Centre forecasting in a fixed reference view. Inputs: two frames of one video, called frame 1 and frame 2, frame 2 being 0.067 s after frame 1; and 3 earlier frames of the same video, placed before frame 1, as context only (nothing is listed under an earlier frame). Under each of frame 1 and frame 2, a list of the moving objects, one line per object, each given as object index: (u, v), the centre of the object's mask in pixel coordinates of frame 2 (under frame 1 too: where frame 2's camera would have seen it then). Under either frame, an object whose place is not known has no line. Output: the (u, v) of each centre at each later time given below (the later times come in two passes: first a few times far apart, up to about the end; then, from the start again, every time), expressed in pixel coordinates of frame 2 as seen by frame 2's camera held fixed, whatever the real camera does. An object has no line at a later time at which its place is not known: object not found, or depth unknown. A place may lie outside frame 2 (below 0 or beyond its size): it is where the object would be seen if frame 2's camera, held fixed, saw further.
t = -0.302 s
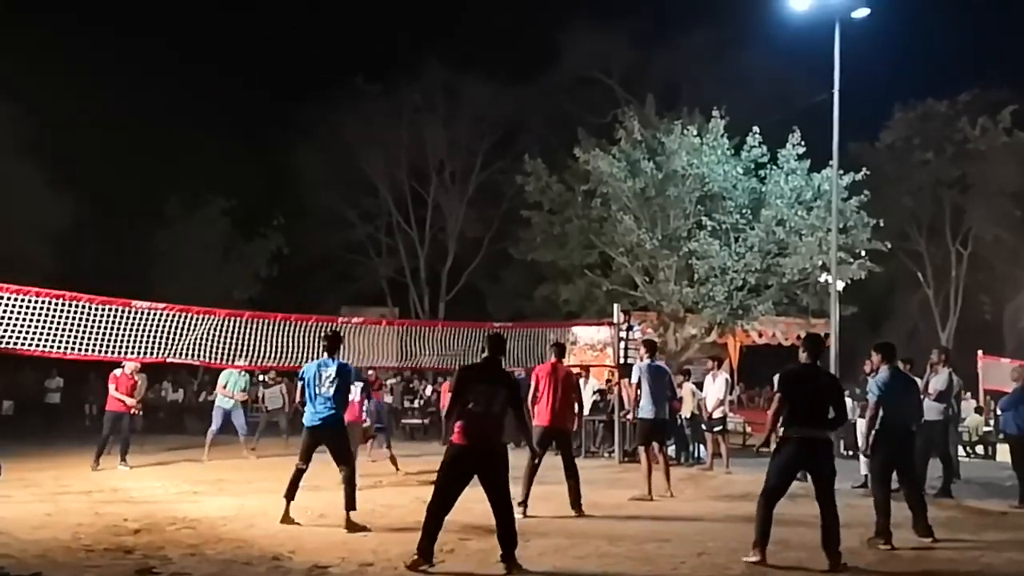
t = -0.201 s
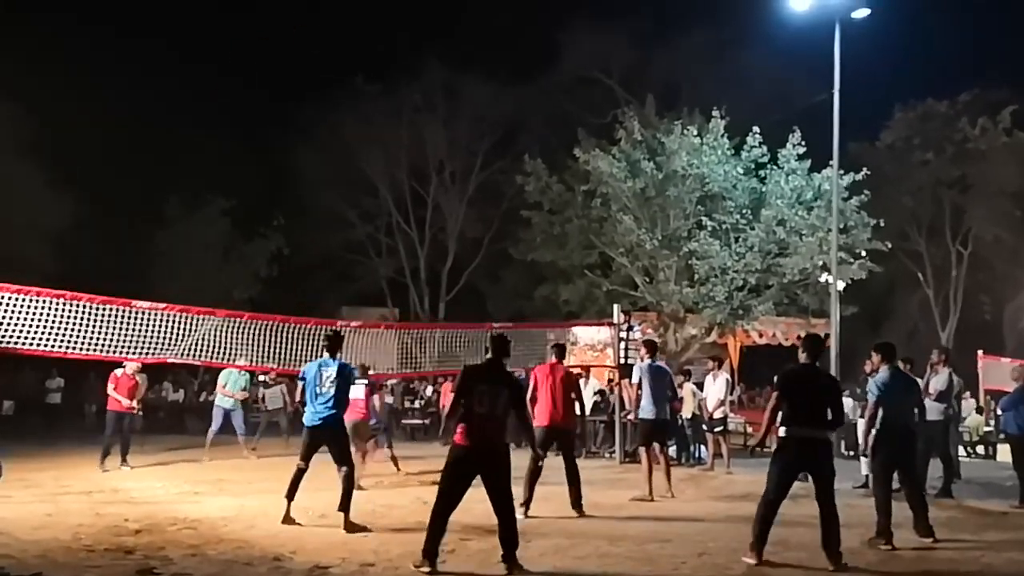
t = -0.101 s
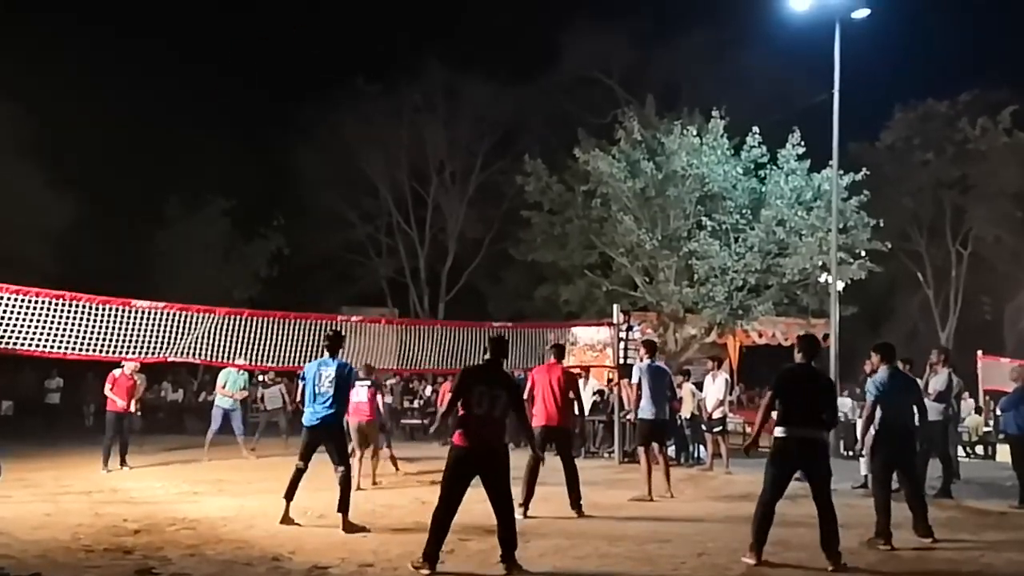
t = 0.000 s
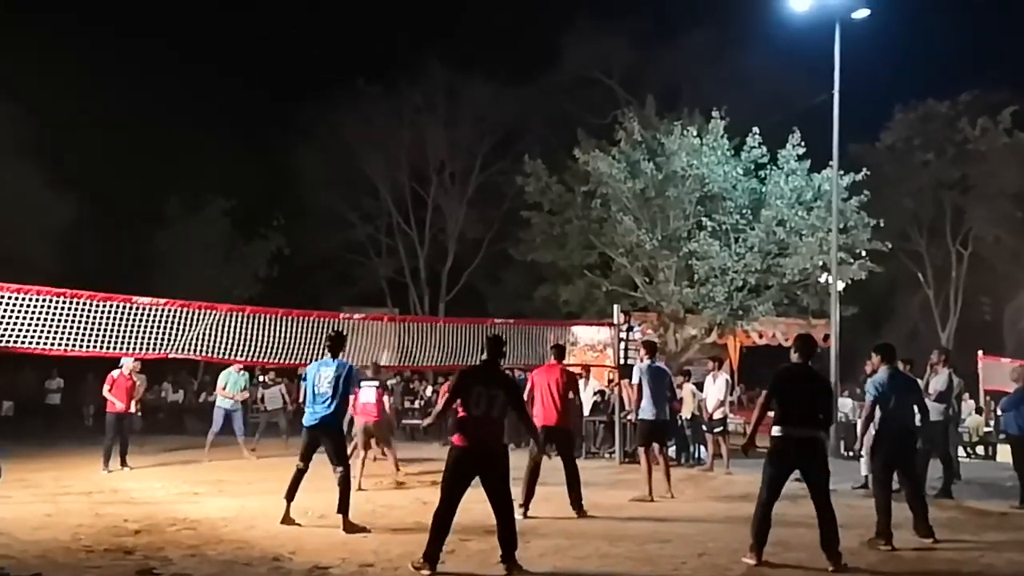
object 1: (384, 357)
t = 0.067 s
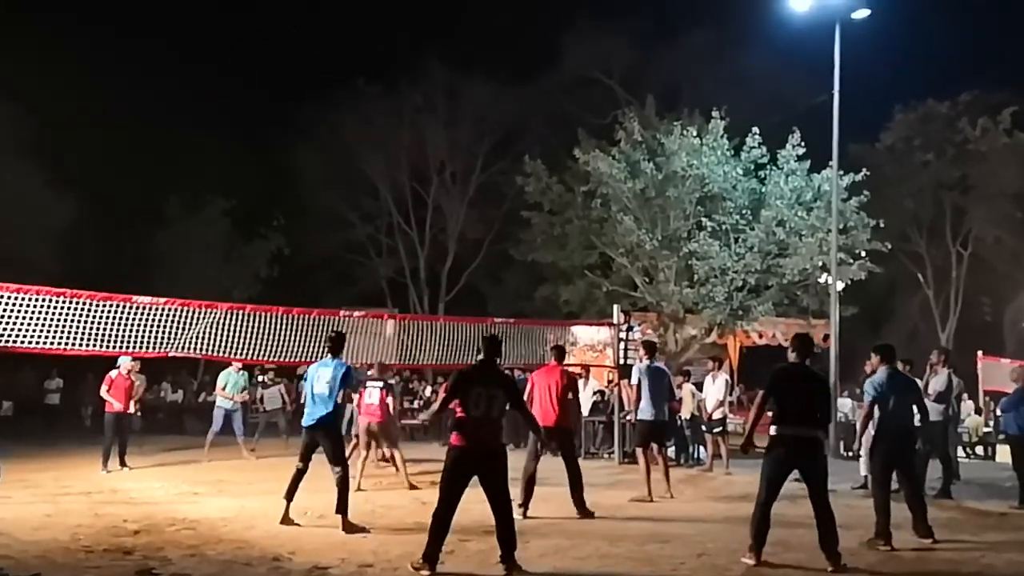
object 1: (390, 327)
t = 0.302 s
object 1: (414, 228)
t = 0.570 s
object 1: (442, 141)
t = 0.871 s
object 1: (481, 89)
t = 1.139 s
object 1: (521, 96)
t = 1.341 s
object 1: (556, 147)
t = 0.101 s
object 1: (394, 308)
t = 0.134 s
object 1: (397, 297)
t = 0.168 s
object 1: (401, 282)
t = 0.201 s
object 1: (403, 268)
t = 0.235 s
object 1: (406, 254)
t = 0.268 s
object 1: (410, 240)
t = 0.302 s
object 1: (414, 228)
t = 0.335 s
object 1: (417, 215)
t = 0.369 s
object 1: (421, 203)
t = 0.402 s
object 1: (423, 192)
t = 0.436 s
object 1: (429, 181)
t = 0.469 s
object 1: (430, 170)
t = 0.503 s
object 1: (434, 160)
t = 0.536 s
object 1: (439, 151)
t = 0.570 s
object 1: (442, 141)
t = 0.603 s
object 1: (446, 133)
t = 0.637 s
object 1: (450, 125)
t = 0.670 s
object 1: (454, 118)
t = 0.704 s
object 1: (458, 111)
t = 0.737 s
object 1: (463, 105)
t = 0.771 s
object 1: (467, 101)
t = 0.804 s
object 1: (472, 96)
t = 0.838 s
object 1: (476, 91)
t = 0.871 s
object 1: (481, 89)
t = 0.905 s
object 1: (486, 87)
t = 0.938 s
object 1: (491, 85)
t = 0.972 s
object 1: (496, 84)
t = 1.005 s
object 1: (501, 85)
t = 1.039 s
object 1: (506, 87)
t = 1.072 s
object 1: (511, 89)
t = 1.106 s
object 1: (516, 92)
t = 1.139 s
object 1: (521, 96)
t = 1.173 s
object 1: (527, 101)
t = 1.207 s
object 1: (534, 108)
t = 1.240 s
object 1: (540, 116)
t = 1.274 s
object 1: (546, 124)
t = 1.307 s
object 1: (553, 135)
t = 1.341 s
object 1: (556, 147)
